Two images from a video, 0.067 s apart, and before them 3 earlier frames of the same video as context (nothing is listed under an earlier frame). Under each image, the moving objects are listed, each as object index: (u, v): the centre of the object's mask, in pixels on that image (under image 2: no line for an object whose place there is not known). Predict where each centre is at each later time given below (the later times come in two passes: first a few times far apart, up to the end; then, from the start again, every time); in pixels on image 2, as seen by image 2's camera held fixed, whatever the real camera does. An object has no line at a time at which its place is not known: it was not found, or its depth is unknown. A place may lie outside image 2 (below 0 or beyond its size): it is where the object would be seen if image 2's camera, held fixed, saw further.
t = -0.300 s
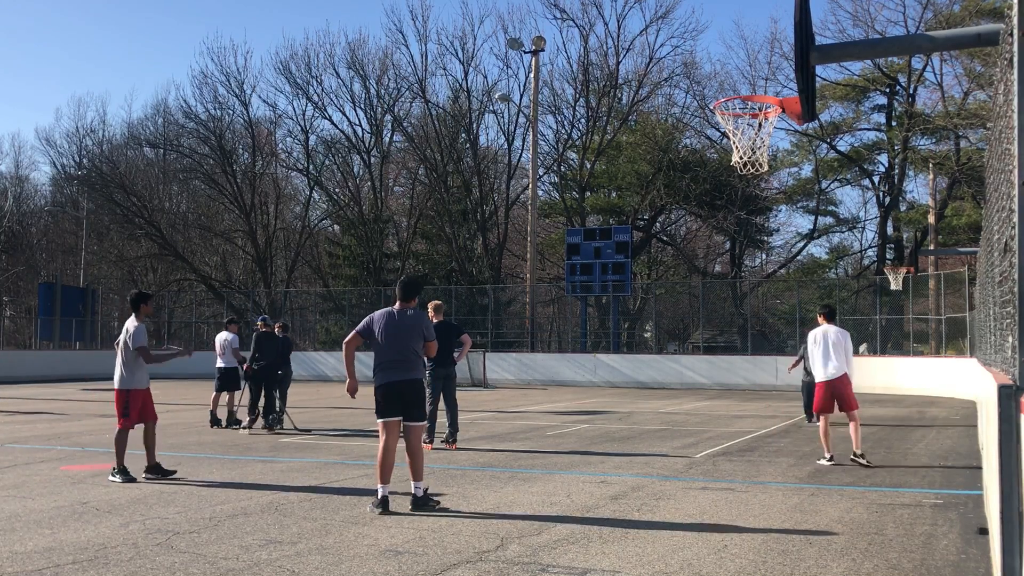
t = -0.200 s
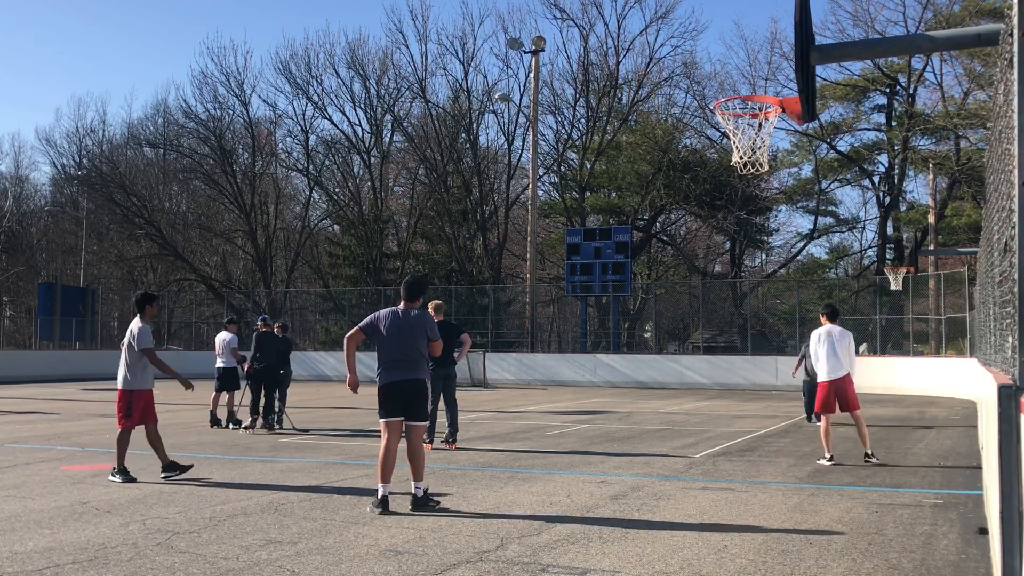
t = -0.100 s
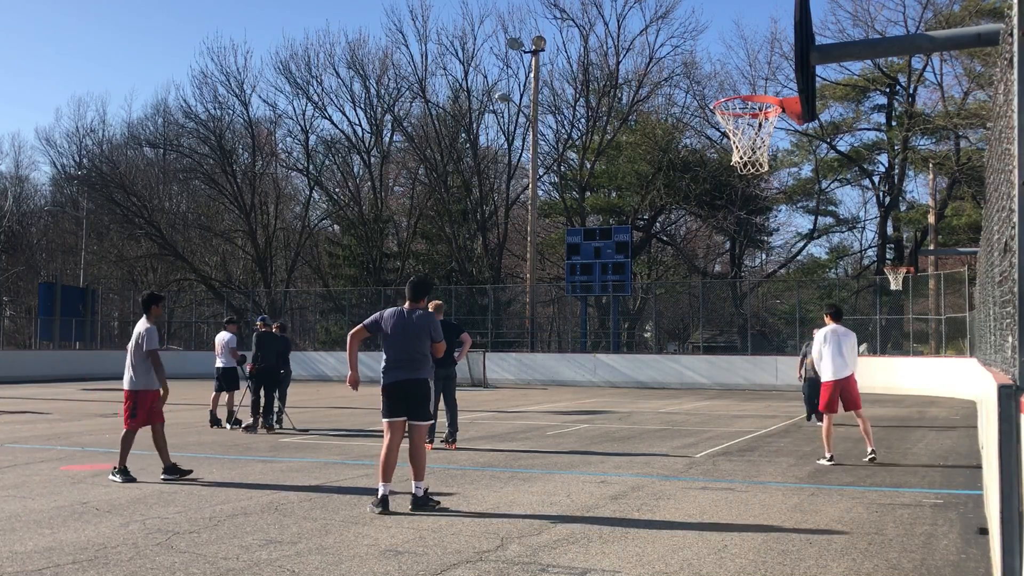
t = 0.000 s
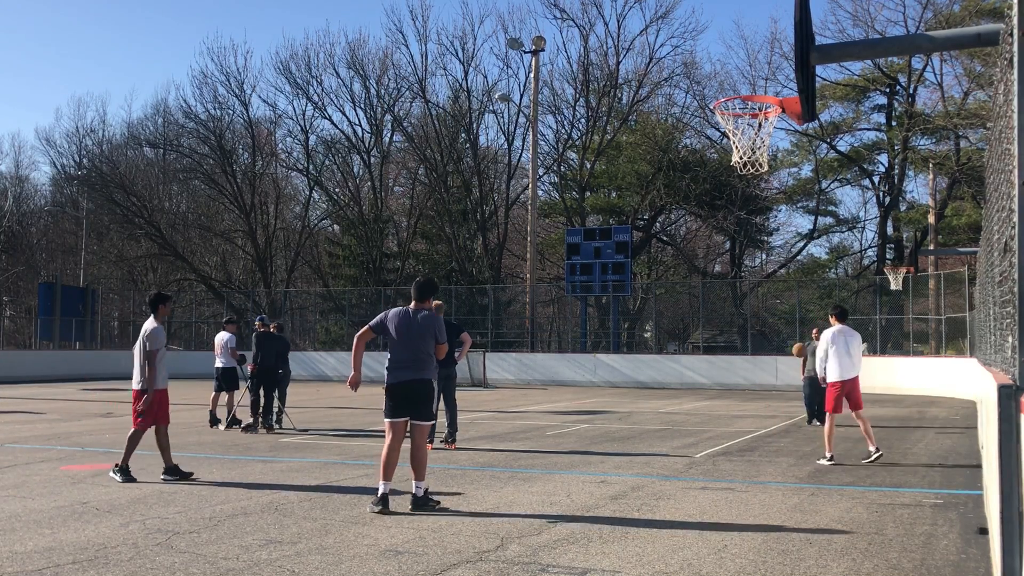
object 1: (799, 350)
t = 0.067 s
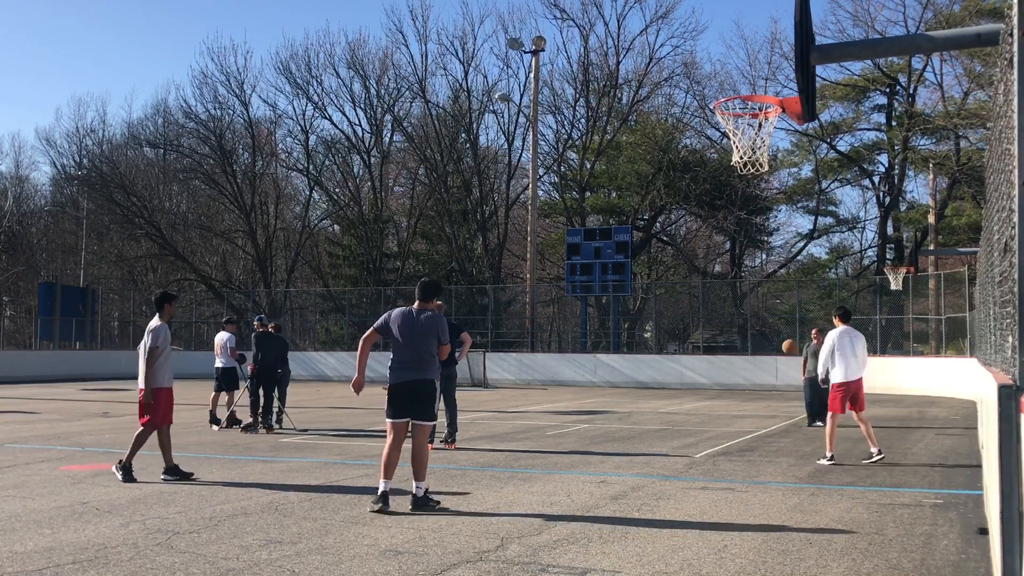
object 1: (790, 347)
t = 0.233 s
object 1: (763, 350)
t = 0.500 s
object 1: (718, 397)
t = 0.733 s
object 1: (674, 407)
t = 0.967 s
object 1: (626, 376)
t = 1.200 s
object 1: (575, 385)
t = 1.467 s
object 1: (512, 450)
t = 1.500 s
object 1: (504, 440)
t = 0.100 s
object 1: (785, 347)
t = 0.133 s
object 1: (779, 346)
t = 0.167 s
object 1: (774, 347)
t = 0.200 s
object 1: (769, 348)
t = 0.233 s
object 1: (763, 350)
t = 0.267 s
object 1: (758, 353)
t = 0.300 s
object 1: (752, 357)
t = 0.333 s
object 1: (747, 362)
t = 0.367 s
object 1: (741, 367)
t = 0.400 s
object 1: (735, 373)
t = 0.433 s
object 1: (730, 380)
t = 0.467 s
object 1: (724, 388)
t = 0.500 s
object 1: (718, 397)
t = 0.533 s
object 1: (712, 407)
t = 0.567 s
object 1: (705, 417)
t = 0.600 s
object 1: (699, 429)
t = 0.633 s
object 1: (693, 432)
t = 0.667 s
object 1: (687, 423)
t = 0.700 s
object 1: (681, 415)
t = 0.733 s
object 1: (674, 407)
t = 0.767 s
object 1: (668, 400)
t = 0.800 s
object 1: (660, 394)
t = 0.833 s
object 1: (654, 389)
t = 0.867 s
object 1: (647, 385)
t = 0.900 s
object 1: (640, 381)
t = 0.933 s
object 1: (634, 378)
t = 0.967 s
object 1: (626, 376)
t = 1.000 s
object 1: (619, 374)
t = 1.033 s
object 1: (612, 374)
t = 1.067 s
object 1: (605, 375)
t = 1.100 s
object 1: (598, 376)
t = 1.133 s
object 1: (590, 378)
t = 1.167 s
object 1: (583, 381)
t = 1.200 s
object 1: (575, 385)
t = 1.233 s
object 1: (568, 390)
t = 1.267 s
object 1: (560, 396)
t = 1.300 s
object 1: (553, 403)
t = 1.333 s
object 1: (545, 411)
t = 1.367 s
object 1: (537, 420)
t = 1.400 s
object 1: (528, 430)
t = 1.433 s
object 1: (520, 442)
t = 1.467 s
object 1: (512, 450)
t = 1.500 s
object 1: (504, 440)
